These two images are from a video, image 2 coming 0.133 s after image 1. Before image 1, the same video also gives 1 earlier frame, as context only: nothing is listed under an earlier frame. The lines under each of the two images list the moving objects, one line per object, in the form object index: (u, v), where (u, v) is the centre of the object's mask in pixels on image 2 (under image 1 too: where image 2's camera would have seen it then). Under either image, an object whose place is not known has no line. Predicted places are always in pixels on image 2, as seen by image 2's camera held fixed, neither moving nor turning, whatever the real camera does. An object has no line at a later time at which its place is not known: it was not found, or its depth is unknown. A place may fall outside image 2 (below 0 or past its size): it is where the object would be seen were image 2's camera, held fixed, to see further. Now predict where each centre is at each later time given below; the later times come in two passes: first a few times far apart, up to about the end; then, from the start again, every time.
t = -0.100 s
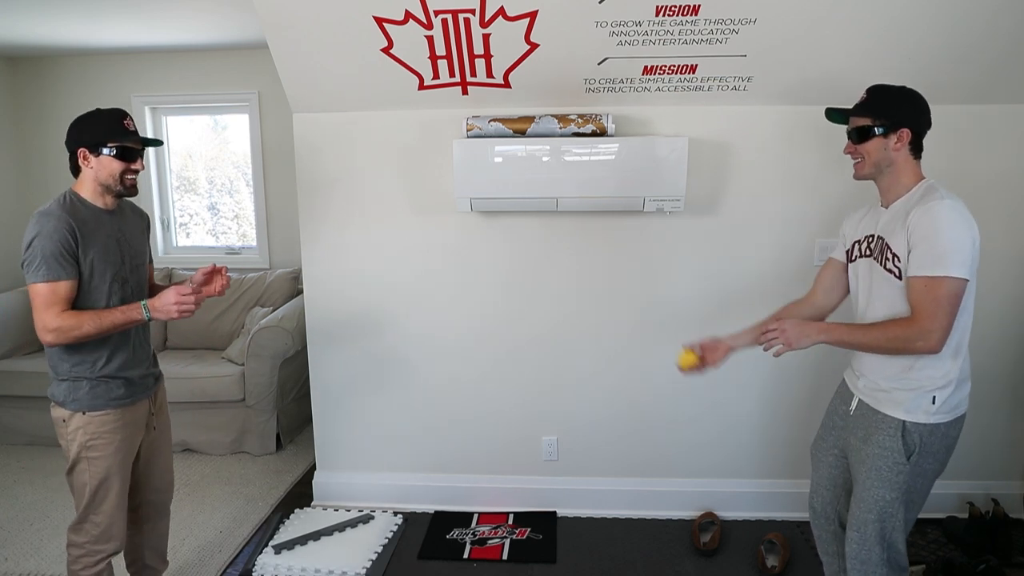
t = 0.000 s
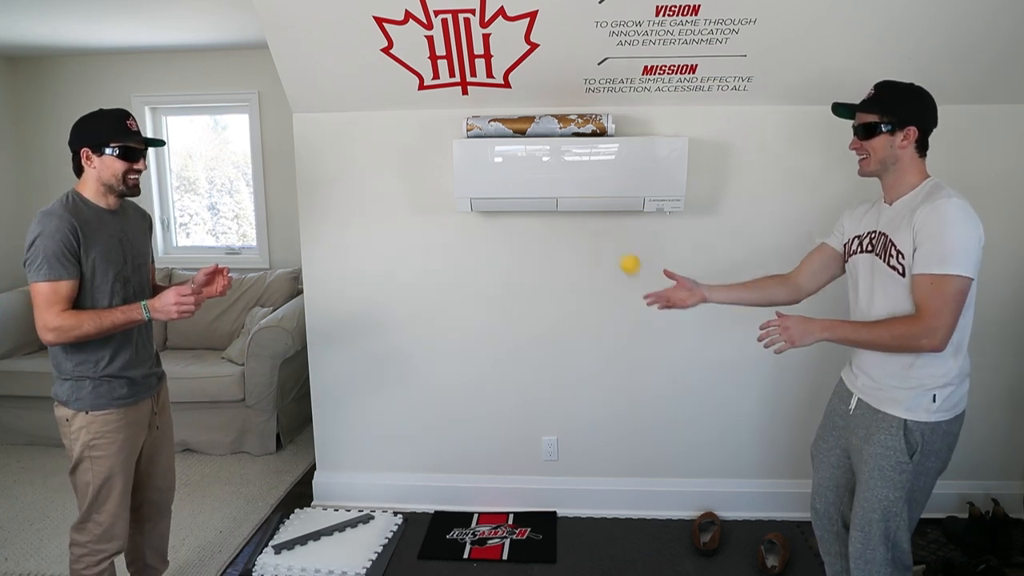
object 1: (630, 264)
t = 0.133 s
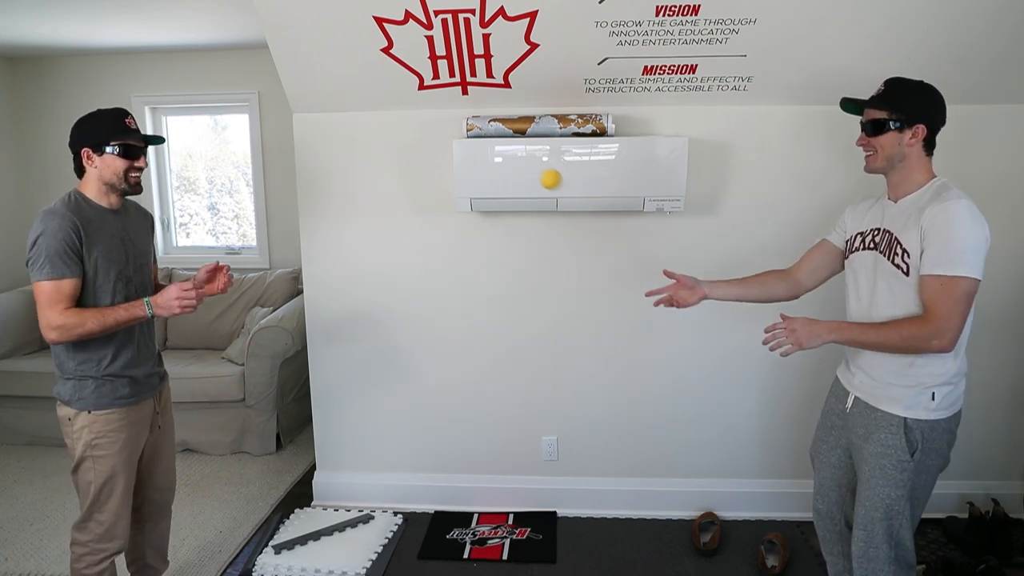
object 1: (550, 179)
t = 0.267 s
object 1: (470, 149)
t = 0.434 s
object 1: (375, 193)
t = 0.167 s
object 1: (530, 166)
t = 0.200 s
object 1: (510, 157)
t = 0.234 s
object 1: (490, 151)
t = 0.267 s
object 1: (470, 149)
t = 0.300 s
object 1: (450, 151)
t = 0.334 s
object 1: (431, 156)
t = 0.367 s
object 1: (412, 165)
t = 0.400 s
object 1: (393, 177)
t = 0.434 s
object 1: (375, 193)
